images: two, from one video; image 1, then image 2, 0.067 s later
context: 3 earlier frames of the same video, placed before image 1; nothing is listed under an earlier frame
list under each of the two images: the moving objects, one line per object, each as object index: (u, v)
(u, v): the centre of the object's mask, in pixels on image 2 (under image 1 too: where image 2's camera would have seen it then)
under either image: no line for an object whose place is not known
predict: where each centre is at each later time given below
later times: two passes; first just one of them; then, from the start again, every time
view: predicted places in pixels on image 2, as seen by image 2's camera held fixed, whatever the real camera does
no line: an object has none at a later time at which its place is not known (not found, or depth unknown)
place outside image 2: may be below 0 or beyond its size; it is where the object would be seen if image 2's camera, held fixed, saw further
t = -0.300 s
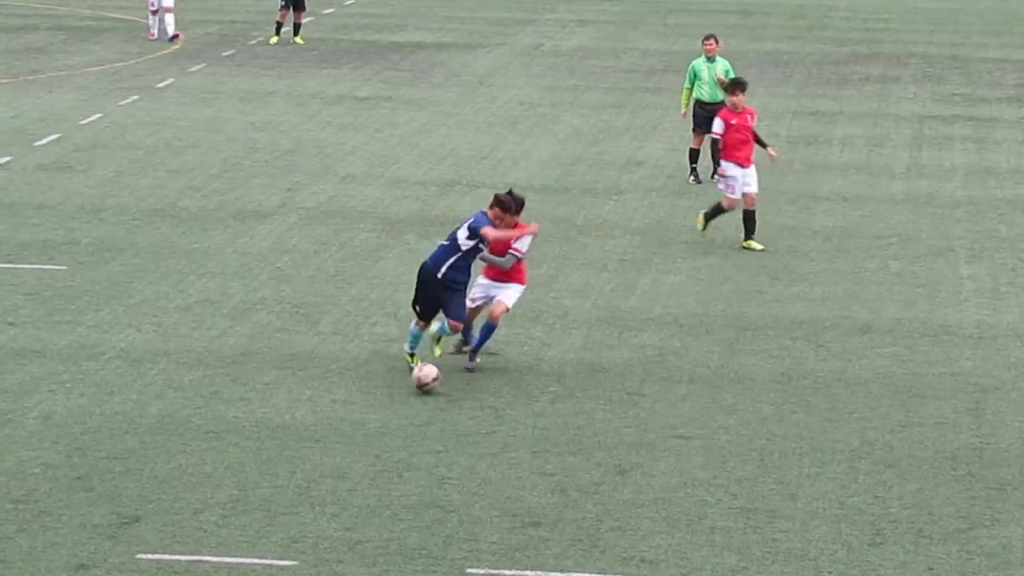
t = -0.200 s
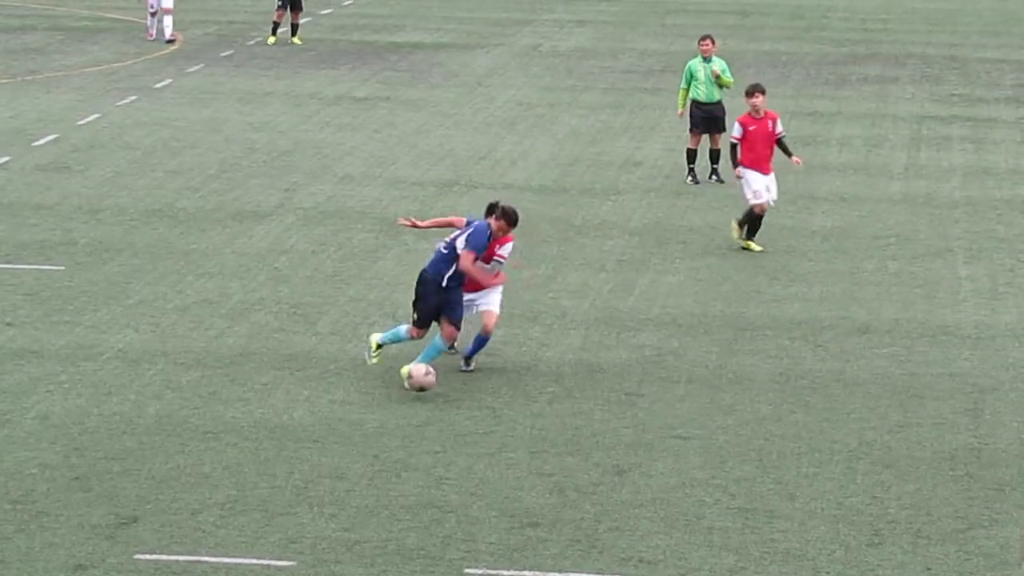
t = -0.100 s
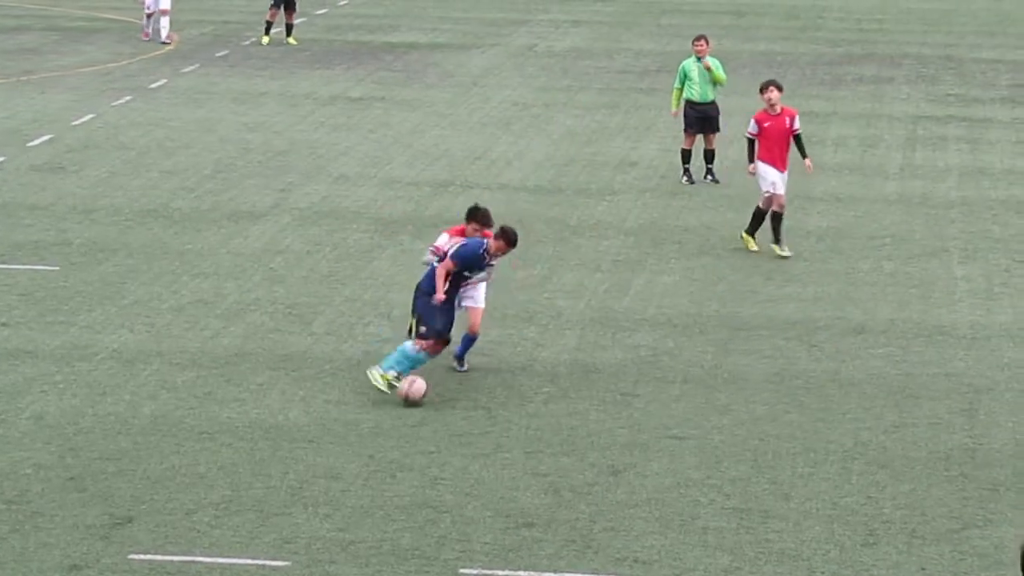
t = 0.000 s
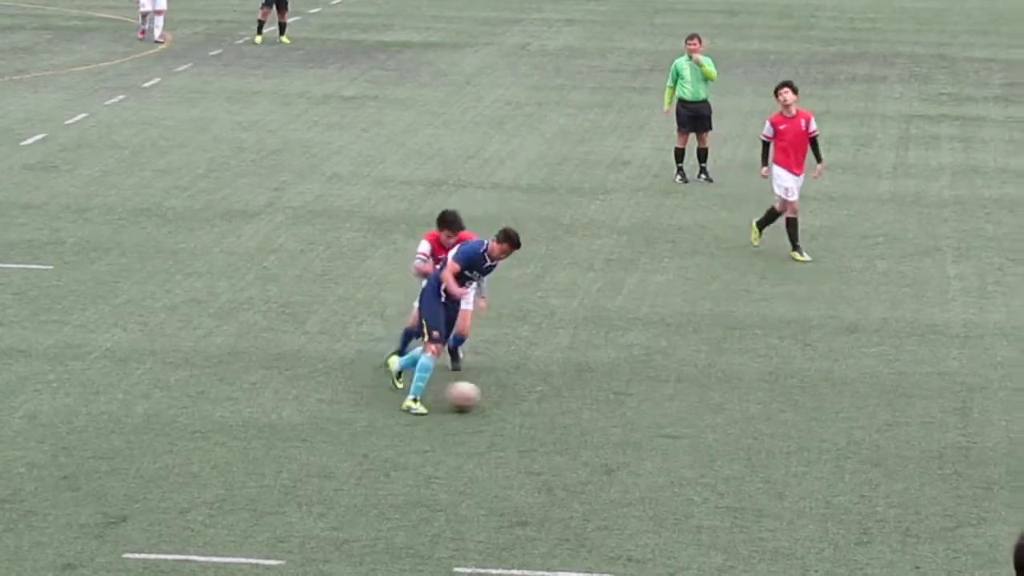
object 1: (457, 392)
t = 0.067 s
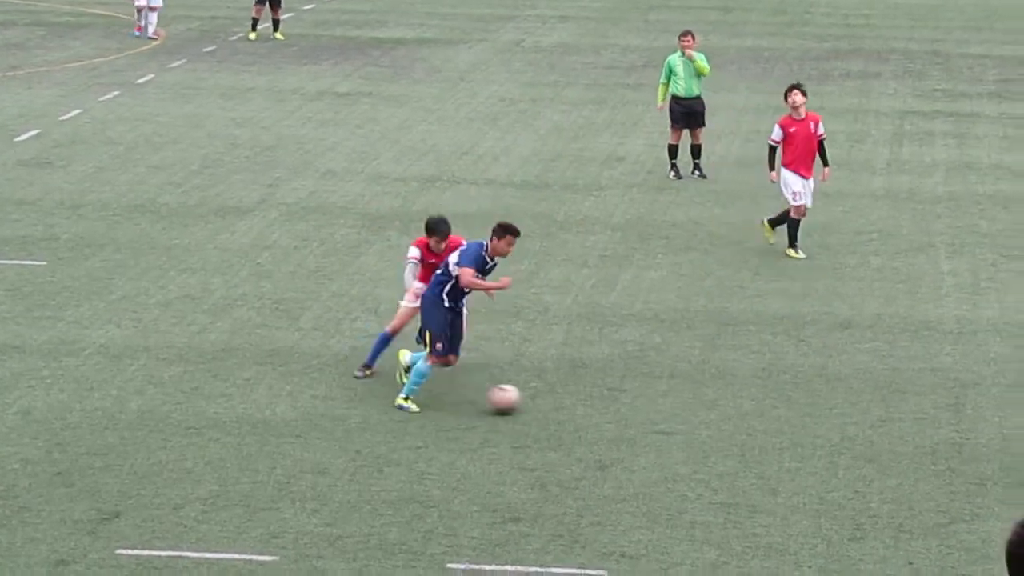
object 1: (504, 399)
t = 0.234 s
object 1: (610, 413)
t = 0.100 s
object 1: (527, 401)
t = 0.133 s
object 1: (549, 405)
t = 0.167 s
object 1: (568, 407)
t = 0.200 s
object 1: (590, 409)
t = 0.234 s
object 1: (610, 413)
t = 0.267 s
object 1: (628, 416)
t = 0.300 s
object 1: (646, 418)
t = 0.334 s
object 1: (662, 420)
